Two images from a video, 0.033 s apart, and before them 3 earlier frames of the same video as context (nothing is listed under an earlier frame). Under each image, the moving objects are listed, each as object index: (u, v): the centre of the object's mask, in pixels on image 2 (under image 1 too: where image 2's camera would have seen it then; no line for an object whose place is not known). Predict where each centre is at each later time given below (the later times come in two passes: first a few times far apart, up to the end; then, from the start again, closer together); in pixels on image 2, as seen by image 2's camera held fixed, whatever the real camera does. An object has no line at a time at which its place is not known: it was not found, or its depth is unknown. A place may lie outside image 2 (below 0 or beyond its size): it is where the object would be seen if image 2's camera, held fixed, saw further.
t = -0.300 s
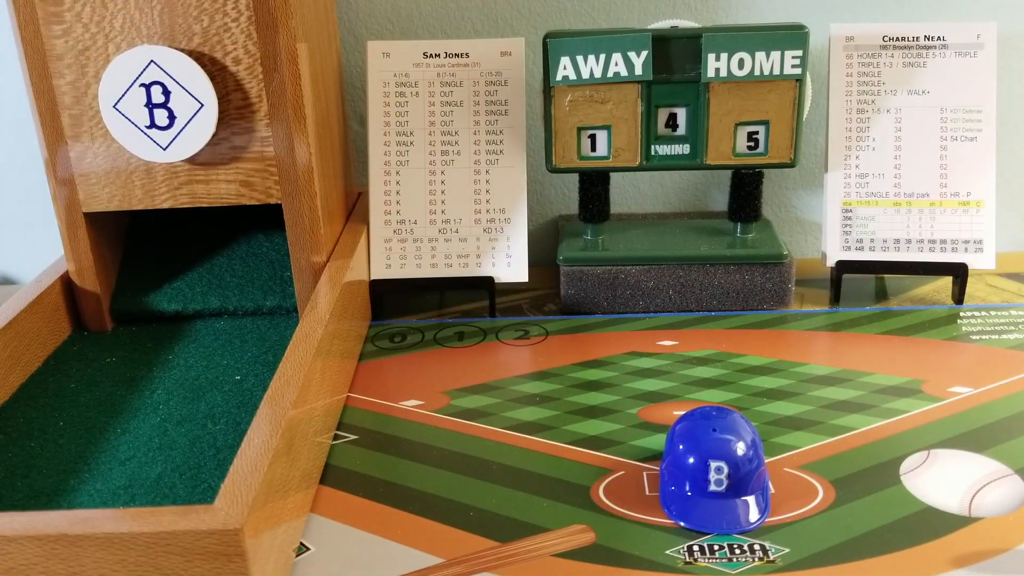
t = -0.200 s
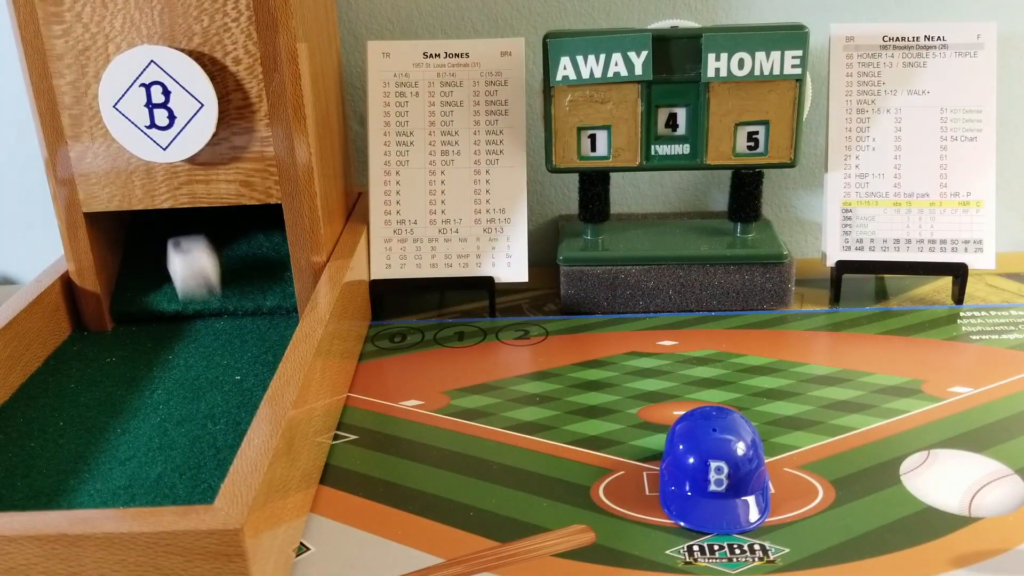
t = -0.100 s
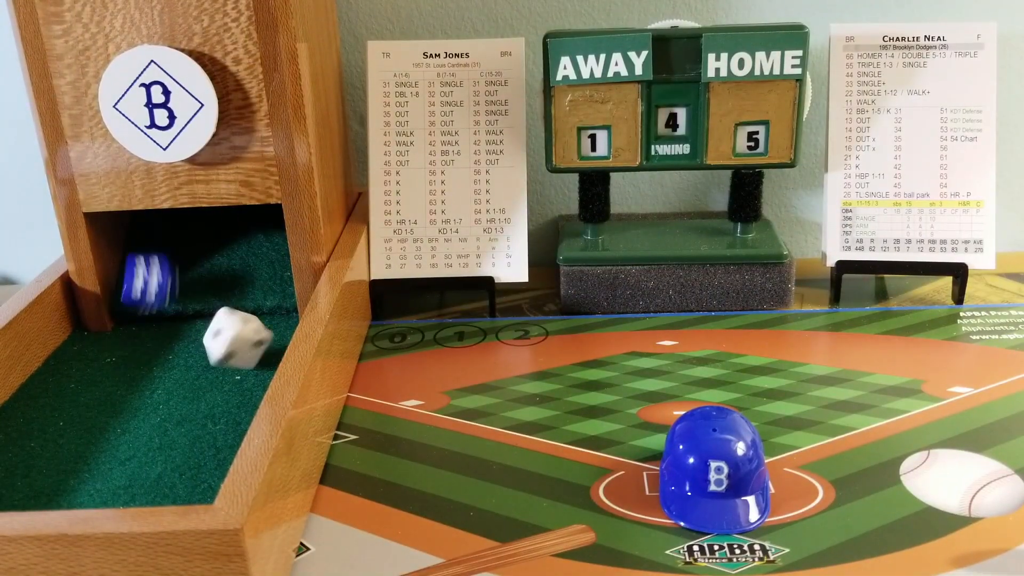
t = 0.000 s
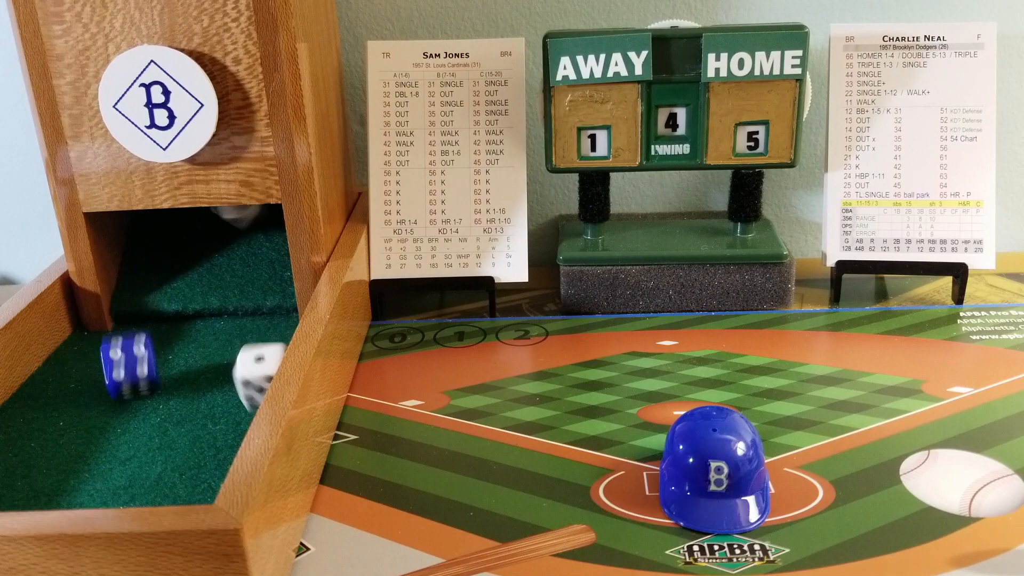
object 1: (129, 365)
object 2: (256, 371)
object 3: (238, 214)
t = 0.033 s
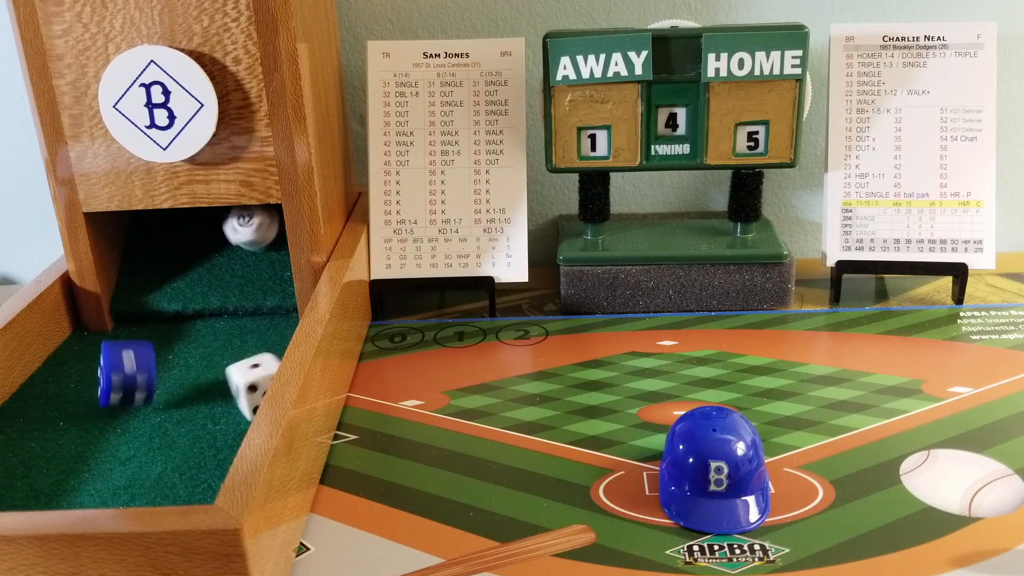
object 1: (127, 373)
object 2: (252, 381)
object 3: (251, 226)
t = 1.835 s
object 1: (90, 477)
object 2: (206, 422)
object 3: (226, 365)
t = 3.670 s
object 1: (90, 477)
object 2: (207, 422)
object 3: (226, 365)
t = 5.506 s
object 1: (90, 477)
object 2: (206, 422)
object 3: (227, 365)
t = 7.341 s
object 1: (90, 477)
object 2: (206, 422)
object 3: (227, 365)
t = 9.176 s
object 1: (90, 477)
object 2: (206, 422)
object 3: (227, 365)
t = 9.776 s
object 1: (90, 477)
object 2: (206, 422)
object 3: (227, 365)
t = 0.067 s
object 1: (127, 402)
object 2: (247, 385)
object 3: (252, 233)
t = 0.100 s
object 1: (117, 413)
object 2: (245, 387)
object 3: (256, 261)
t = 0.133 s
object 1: (105, 428)
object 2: (245, 387)
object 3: (262, 288)
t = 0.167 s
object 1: (90, 440)
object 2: (245, 388)
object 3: (265, 314)
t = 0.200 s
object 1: (82, 461)
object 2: (245, 388)
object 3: (268, 326)
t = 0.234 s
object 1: (85, 472)
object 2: (245, 388)
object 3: (267, 338)
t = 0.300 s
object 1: (90, 477)
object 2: (226, 404)
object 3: (256, 352)
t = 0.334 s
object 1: (90, 477)
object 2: (215, 418)
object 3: (248, 359)
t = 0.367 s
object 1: (90, 477)
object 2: (207, 421)
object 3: (238, 361)
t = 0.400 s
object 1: (90, 477)
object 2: (206, 422)
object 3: (230, 363)
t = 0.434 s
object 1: (90, 477)
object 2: (206, 422)
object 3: (226, 364)
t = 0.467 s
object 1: (90, 477)
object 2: (206, 422)
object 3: (226, 365)
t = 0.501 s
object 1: (90, 477)
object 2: (206, 422)
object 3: (227, 365)
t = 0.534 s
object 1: (90, 477)
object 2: (206, 422)
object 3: (226, 365)
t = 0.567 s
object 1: (90, 477)
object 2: (206, 422)
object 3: (226, 365)
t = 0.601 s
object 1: (90, 477)
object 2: (206, 422)
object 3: (226, 365)
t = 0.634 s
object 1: (90, 477)
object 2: (206, 422)
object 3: (226, 365)
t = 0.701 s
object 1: (90, 477)
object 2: (206, 422)
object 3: (226, 365)
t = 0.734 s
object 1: (90, 477)
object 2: (206, 422)
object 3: (226, 365)
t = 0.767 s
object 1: (90, 477)
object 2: (206, 422)
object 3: (226, 365)
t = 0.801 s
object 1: (90, 477)
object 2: (206, 422)
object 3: (226, 365)
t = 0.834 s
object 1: (90, 477)
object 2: (206, 422)
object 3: (226, 365)
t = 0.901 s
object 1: (90, 477)
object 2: (206, 422)
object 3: (226, 365)
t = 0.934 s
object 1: (90, 477)
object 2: (206, 422)
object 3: (226, 365)
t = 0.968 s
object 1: (90, 477)
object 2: (206, 422)
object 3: (226, 365)
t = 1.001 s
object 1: (90, 477)
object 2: (206, 422)
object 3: (226, 365)
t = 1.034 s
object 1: (90, 477)
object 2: (206, 422)
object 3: (226, 365)
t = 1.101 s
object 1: (90, 477)
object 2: (206, 422)
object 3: (226, 365)
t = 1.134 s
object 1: (90, 477)
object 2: (206, 422)
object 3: (226, 365)
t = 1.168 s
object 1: (90, 477)
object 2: (206, 422)
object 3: (226, 365)
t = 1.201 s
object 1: (90, 477)
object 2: (206, 422)
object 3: (226, 365)
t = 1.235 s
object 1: (90, 477)
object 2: (206, 422)
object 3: (226, 365)
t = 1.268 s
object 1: (90, 477)
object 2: (206, 422)
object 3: (226, 365)
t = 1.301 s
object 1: (90, 477)
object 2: (206, 422)
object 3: (226, 365)
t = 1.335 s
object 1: (90, 477)
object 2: (206, 422)
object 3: (226, 365)
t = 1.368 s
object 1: (90, 477)
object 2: (206, 422)
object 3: (226, 365)
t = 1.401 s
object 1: (90, 477)
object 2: (206, 422)
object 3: (226, 365)
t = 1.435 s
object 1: (90, 477)
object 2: (206, 422)
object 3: (226, 365)
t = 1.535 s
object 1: (90, 477)
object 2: (206, 422)
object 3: (226, 365)
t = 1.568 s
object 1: (90, 477)
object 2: (206, 422)
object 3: (226, 365)
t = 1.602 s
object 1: (90, 477)
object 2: (206, 422)
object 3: (226, 365)
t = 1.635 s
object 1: (90, 477)
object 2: (206, 422)
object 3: (226, 365)
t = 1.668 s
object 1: (90, 477)
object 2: (206, 422)
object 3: (226, 365)
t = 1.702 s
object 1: (90, 477)
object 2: (206, 422)
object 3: (226, 365)
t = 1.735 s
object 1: (90, 477)
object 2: (206, 422)
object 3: (226, 365)
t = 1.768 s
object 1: (90, 477)
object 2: (206, 422)
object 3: (226, 365)
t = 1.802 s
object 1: (90, 477)
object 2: (206, 422)
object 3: (226, 365)
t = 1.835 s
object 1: (90, 477)
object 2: (206, 422)
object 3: (226, 365)
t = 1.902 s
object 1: (90, 477)
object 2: (206, 422)
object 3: (226, 365)
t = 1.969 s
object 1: (90, 477)
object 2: (206, 422)
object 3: (226, 365)
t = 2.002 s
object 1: (90, 477)
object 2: (206, 422)
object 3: (226, 365)
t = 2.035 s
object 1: (90, 477)
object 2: (206, 422)
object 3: (226, 365)
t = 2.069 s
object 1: (90, 477)
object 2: (206, 422)
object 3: (226, 365)
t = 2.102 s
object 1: (90, 477)
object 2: (206, 422)
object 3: (226, 365)
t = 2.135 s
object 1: (90, 477)
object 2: (206, 422)
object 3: (226, 365)
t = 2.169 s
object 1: (90, 477)
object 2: (206, 422)
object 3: (226, 365)
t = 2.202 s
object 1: (90, 477)
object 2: (206, 422)
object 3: (226, 365)
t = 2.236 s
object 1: (90, 477)
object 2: (206, 422)
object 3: (226, 365)
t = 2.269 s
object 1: (90, 477)
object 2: (206, 422)
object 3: (226, 365)
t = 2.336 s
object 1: (90, 477)
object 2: (206, 422)
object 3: (226, 365)
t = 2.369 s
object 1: (90, 477)
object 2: (206, 422)
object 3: (226, 365)
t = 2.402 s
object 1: (90, 477)
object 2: (206, 422)
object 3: (226, 365)
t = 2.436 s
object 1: (90, 477)
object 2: (206, 422)
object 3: (226, 365)
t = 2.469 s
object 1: (90, 477)
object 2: (206, 422)
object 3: (226, 365)
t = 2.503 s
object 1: (90, 477)
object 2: (206, 422)
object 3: (226, 365)
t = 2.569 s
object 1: (90, 477)
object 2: (206, 422)
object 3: (226, 365)
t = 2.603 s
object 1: (90, 477)
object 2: (206, 422)
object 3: (226, 365)
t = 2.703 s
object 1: (90, 477)
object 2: (206, 422)
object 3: (226, 365)
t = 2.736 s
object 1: (90, 477)
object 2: (206, 422)
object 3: (226, 365)
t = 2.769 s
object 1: (90, 477)
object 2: (206, 422)
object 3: (226, 365)
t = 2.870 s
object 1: (90, 477)
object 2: (206, 422)
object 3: (226, 365)
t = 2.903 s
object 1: (90, 477)
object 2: (206, 422)
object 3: (226, 365)
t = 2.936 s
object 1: (90, 477)
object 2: (206, 422)
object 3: (226, 365)
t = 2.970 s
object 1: (90, 477)
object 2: (206, 422)
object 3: (226, 365)
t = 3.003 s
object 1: (90, 477)
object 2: (207, 422)
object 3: (226, 365)
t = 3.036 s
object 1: (90, 477)
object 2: (207, 422)
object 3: (226, 365)
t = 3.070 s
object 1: (90, 477)
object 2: (207, 421)
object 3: (226, 365)
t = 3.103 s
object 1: (90, 477)
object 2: (206, 422)
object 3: (226, 365)
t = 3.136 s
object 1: (90, 477)
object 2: (206, 422)
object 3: (226, 365)
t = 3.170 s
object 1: (90, 477)
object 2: (206, 422)
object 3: (226, 365)
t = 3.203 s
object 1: (90, 477)
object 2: (206, 422)
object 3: (226, 365)
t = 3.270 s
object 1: (90, 477)
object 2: (207, 422)
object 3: (226, 365)
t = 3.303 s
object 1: (90, 477)
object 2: (207, 422)
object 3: (226, 365)
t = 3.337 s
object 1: (90, 477)
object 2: (207, 422)
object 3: (226, 365)
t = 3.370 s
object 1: (90, 477)
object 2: (207, 422)
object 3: (226, 365)
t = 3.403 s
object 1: (90, 477)
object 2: (207, 422)
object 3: (226, 365)
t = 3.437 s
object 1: (90, 477)
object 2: (207, 422)
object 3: (226, 365)
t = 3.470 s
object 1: (90, 477)
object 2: (207, 422)
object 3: (226, 365)
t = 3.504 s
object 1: (90, 477)
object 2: (207, 422)
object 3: (226, 365)
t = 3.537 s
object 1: (90, 477)
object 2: (207, 422)
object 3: (226, 365)
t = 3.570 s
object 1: (90, 477)
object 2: (206, 422)
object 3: (226, 365)
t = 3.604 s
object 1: (90, 477)
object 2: (207, 422)
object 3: (226, 365)
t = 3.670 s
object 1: (90, 477)
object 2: (207, 422)
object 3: (226, 365)
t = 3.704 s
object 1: (90, 477)
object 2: (207, 422)
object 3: (226, 365)
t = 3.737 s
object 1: (90, 477)
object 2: (207, 422)
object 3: (226, 365)
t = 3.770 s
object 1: (90, 477)
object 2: (206, 422)
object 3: (226, 365)
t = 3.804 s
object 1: (90, 477)
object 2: (207, 422)
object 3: (226, 365)
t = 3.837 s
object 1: (90, 477)
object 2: (207, 422)
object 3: (226, 365)
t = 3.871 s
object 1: (90, 477)
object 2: (207, 422)
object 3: (226, 365)
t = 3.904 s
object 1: (90, 477)
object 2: (206, 422)
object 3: (226, 365)
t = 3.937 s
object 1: (90, 477)
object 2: (206, 422)
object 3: (226, 365)
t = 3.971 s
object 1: (90, 477)
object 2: (207, 422)
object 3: (226, 365)
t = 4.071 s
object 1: (90, 477)
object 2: (206, 422)
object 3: (226, 365)
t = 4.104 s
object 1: (90, 477)
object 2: (206, 422)
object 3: (226, 365)
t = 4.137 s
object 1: (90, 477)
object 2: (206, 422)
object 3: (226, 365)
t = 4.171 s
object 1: (90, 477)
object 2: (207, 422)
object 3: (226, 365)
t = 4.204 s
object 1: (90, 477)
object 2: (206, 422)
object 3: (226, 365)
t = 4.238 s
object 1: (90, 477)
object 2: (206, 422)
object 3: (226, 365)
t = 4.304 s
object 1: (90, 477)
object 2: (206, 422)
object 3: (226, 365)
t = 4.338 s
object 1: (90, 477)
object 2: (206, 422)
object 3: (226, 365)
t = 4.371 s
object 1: (90, 477)
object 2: (206, 422)
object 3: (226, 365)
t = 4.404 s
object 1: (90, 477)
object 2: (206, 422)
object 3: (226, 365)
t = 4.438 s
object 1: (90, 477)
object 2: (206, 422)
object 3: (226, 365)
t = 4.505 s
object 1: (90, 477)
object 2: (206, 422)
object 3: (226, 365)
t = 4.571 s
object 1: (90, 477)
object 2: (206, 422)
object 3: (226, 365)
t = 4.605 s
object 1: (90, 477)
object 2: (207, 422)
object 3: (226, 365)
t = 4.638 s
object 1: (90, 477)
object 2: (207, 422)
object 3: (226, 365)
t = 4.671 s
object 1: (90, 477)
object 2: (207, 422)
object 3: (226, 365)
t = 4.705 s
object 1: (90, 477)
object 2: (207, 422)
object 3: (226, 365)
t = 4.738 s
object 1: (90, 477)
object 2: (207, 422)
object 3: (226, 365)
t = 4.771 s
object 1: (90, 477)
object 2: (207, 422)
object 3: (226, 365)
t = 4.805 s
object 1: (90, 477)
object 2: (206, 422)
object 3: (226, 365)
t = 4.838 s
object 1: (90, 477)
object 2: (206, 422)
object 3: (226, 365)
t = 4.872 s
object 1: (90, 477)
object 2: (206, 422)
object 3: (226, 365)
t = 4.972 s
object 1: (90, 477)
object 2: (206, 422)
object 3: (226, 365)
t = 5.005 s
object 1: (90, 477)
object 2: (206, 422)
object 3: (226, 365)
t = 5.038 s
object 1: (90, 477)
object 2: (206, 422)
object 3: (226, 365)
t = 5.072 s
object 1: (90, 477)
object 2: (206, 422)
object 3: (226, 365)
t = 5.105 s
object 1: (90, 477)
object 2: (206, 422)
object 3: (226, 365)
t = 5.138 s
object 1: (90, 477)
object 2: (206, 422)
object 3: (226, 365)
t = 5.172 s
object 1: (90, 477)
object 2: (207, 422)
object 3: (226, 365)
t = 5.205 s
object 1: (90, 477)
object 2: (206, 422)
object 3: (226, 365)
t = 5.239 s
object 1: (90, 477)
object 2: (207, 422)
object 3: (226, 365)
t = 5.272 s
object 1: (90, 477)
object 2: (206, 422)
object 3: (226, 365)
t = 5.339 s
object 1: (90, 477)
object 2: (206, 422)
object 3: (226, 365)
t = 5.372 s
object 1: (90, 477)
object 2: (206, 422)
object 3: (226, 365)
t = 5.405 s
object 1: (90, 477)
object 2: (207, 422)
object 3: (227, 365)
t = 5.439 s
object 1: (90, 477)
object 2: (207, 422)
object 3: (227, 365)
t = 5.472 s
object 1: (90, 477)
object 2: (206, 422)
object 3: (226, 365)
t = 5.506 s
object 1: (90, 477)
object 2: (206, 422)
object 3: (227, 365)
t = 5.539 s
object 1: (90, 477)
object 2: (206, 422)
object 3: (226, 365)
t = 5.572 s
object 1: (90, 477)
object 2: (207, 422)
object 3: (227, 365)
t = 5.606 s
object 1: (90, 477)
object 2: (206, 422)
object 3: (226, 365)
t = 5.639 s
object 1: (90, 477)
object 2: (207, 422)
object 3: (227, 365)
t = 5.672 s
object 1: (90, 477)
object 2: (206, 422)
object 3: (227, 365)
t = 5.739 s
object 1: (90, 477)
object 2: (206, 422)
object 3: (226, 365)
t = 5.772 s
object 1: (90, 477)
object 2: (206, 422)
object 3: (226, 365)
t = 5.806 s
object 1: (90, 477)
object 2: (206, 422)
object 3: (226, 365)
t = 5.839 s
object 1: (90, 477)
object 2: (206, 422)
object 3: (226, 365)
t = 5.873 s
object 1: (90, 477)
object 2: (206, 422)
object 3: (226, 365)
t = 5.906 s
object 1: (90, 477)
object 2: (206, 422)
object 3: (226, 365)
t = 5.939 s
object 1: (90, 477)
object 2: (206, 422)
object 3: (226, 365)
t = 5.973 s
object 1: (90, 477)
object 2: (206, 422)
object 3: (226, 365)
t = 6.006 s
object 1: (90, 477)
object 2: (206, 422)
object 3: (227, 365)
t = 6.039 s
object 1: (90, 477)
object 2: (206, 422)
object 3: (227, 365)
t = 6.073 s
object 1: (90, 477)
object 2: (206, 422)
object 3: (226, 365)
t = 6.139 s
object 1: (90, 477)
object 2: (206, 422)
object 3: (227, 365)
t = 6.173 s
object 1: (90, 477)
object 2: (206, 422)
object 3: (227, 365)
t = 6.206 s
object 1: (90, 477)
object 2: (206, 422)
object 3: (227, 365)
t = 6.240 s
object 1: (90, 477)
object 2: (206, 422)
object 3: (226, 365)
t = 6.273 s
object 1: (90, 477)
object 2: (206, 422)
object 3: (226, 365)
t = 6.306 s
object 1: (90, 477)
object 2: (206, 422)
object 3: (226, 365)
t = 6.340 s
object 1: (90, 477)
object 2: (206, 422)
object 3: (226, 365)
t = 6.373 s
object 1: (90, 477)
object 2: (206, 422)
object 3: (226, 365)
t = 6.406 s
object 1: (90, 477)
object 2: (206, 422)
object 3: (226, 365)
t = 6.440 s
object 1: (90, 477)
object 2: (206, 422)
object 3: (226, 365)
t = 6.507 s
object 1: (90, 477)
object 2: (206, 422)
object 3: (226, 365)
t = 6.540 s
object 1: (90, 477)
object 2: (206, 422)
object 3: (226, 365)
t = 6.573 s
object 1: (90, 477)
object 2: (206, 422)
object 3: (227, 365)
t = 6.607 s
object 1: (90, 477)
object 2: (206, 422)
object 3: (226, 365)
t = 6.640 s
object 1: (90, 477)
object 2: (206, 422)
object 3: (226, 365)
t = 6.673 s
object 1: (90, 477)
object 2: (206, 422)
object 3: (226, 365)
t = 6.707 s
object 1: (90, 477)
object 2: (206, 422)
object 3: (227, 365)
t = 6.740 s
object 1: (90, 477)
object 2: (206, 422)
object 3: (227, 365)
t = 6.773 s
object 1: (90, 477)
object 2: (206, 422)
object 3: (227, 365)
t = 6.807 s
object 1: (90, 477)
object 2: (206, 422)
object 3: (227, 365)
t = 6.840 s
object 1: (90, 477)
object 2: (206, 422)
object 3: (227, 365)
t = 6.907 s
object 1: (90, 477)
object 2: (206, 422)
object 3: (227, 365)
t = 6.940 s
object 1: (90, 477)
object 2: (206, 422)
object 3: (226, 365)
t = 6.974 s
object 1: (90, 477)
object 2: (206, 422)
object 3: (226, 365)
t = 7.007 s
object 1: (90, 477)
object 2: (206, 422)
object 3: (226, 365)
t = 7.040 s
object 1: (90, 477)
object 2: (206, 422)
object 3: (226, 365)
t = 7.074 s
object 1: (90, 477)
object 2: (206, 422)
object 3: (226, 365)
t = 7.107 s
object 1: (90, 477)
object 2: (206, 422)
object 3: (227, 365)
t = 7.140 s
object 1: (90, 477)
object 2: (206, 422)
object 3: (226, 365)
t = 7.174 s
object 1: (90, 477)
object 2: (206, 422)
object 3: (227, 365)
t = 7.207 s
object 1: (90, 477)
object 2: (206, 422)
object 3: (226, 365)
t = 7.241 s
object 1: (90, 477)
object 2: (206, 422)
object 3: (226, 365)
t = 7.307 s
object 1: (90, 477)
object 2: (206, 422)
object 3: (226, 365)
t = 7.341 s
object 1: (90, 477)
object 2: (206, 422)
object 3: (227, 365)
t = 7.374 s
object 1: (90, 477)
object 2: (206, 422)
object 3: (227, 365)
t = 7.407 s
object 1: (90, 477)
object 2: (206, 422)
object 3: (227, 365)
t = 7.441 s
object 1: (90, 477)
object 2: (206, 422)
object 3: (227, 365)
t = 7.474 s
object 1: (90, 477)
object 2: (207, 422)
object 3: (227, 365)
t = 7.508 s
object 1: (90, 477)
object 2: (206, 422)
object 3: (227, 365)
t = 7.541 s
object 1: (90, 477)
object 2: (206, 422)
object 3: (227, 365)
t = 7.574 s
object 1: (90, 477)
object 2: (206, 422)
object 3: (227, 365)
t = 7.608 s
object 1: (90, 477)
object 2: (206, 422)
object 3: (227, 365)
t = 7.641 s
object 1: (90, 477)
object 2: (206, 422)
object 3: (226, 365)
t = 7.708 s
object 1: (90, 477)
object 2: (206, 422)
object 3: (227, 365)
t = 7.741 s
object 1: (90, 477)
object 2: (206, 422)
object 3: (226, 365)
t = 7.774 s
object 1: (90, 477)
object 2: (206, 422)
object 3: (226, 365)
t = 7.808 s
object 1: (90, 477)
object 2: (206, 422)
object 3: (226, 365)
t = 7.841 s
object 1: (90, 477)
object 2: (206, 422)
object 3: (227, 365)
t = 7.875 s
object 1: (90, 477)
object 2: (206, 422)
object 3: (226, 365)
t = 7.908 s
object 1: (90, 477)
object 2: (206, 422)
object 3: (227, 365)
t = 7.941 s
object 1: (90, 477)
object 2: (206, 422)
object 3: (227, 365)
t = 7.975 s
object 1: (90, 477)
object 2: (206, 422)
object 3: (227, 365)
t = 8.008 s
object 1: (90, 477)
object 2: (207, 422)
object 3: (227, 365)
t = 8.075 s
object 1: (90, 477)
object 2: (206, 422)
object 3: (227, 365)
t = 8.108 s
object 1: (90, 477)
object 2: (206, 422)
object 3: (227, 365)
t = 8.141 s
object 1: (90, 477)
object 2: (206, 422)
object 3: (227, 365)
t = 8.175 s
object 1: (90, 477)
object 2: (207, 422)
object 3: (227, 365)
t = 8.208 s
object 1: (90, 477)
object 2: (206, 422)
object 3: (227, 365)
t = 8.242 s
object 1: (90, 477)
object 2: (207, 422)
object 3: (227, 365)
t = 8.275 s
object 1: (90, 477)
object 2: (206, 422)
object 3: (227, 365)
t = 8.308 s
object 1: (90, 477)
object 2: (206, 422)
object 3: (227, 365)
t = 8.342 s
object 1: (90, 477)
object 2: (206, 422)
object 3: (226, 365)
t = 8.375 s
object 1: (90, 477)
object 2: (206, 422)
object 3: (226, 365)
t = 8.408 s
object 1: (90, 477)
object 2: (206, 422)
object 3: (226, 365)
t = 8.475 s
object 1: (90, 477)
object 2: (206, 422)
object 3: (226, 365)
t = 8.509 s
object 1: (90, 477)
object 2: (206, 422)
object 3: (226, 365)
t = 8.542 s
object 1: (90, 477)
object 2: (206, 422)
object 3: (226, 365)
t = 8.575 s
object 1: (90, 477)
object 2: (206, 422)
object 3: (227, 365)
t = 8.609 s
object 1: (90, 477)
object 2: (206, 422)
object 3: (227, 365)
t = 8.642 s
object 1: (90, 477)
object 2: (206, 422)
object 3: (226, 365)
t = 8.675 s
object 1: (90, 477)
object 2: (206, 422)
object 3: (227, 365)
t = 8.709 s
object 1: (90, 477)
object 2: (207, 422)
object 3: (227, 365)
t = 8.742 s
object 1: (90, 477)
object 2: (206, 422)
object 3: (227, 365)
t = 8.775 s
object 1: (90, 477)
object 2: (206, 422)
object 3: (227, 365)
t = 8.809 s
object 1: (90, 477)
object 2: (206, 422)
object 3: (227, 365)
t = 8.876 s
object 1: (90, 477)
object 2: (206, 422)
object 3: (227, 365)
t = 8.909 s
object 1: (90, 477)
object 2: (206, 422)
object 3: (227, 365)
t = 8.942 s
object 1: (90, 477)
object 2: (206, 422)
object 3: (226, 365)
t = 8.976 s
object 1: (90, 477)
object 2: (206, 422)
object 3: (226, 365)
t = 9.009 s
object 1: (90, 477)
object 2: (206, 422)
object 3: (227, 365)
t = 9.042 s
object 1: (90, 477)
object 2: (206, 422)
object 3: (227, 365)
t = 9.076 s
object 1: (90, 477)
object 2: (206, 422)
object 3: (226, 365)
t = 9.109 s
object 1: (90, 477)
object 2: (206, 422)
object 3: (227, 365)
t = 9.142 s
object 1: (90, 477)
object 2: (206, 422)
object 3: (226, 365)
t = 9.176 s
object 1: (90, 477)
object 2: (206, 422)
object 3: (227, 365)
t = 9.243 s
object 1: (90, 477)
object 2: (206, 422)
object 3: (226, 365)
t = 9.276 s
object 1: (90, 477)
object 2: (206, 422)
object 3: (226, 365)
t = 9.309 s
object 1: (90, 477)
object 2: (206, 422)
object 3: (226, 365)
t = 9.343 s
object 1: (90, 477)
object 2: (206, 422)
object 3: (227, 365)
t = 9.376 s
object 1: (90, 477)
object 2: (206, 422)
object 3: (226, 365)
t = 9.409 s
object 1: (90, 477)
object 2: (206, 422)
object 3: (226, 365)
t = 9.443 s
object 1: (90, 477)
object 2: (206, 422)
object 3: (226, 365)
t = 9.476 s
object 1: (90, 477)
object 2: (206, 422)
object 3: (226, 365)
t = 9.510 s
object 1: (90, 477)
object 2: (206, 422)
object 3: (226, 365)
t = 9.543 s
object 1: (90, 477)
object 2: (206, 422)
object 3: (226, 365)
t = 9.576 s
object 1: (90, 477)
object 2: (206, 422)
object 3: (226, 365)
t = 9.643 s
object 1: (90, 477)
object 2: (206, 422)
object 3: (226, 365)
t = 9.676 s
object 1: (90, 477)
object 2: (206, 422)
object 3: (227, 365)
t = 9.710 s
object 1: (90, 477)
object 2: (206, 422)
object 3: (226, 365)
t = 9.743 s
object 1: (90, 477)
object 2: (206, 422)
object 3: (226, 365)
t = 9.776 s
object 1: (90, 477)
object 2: (206, 422)
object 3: (227, 365)
